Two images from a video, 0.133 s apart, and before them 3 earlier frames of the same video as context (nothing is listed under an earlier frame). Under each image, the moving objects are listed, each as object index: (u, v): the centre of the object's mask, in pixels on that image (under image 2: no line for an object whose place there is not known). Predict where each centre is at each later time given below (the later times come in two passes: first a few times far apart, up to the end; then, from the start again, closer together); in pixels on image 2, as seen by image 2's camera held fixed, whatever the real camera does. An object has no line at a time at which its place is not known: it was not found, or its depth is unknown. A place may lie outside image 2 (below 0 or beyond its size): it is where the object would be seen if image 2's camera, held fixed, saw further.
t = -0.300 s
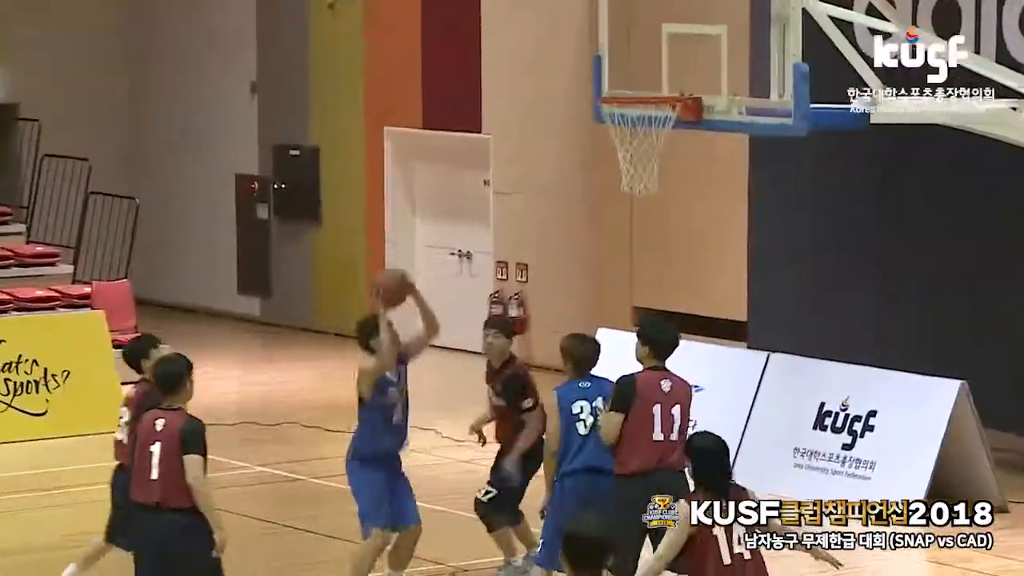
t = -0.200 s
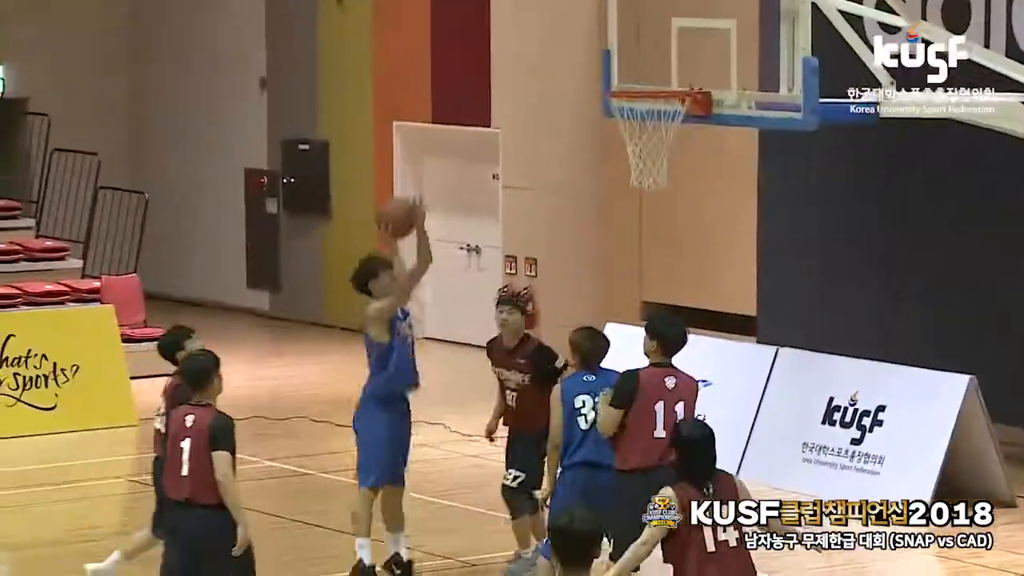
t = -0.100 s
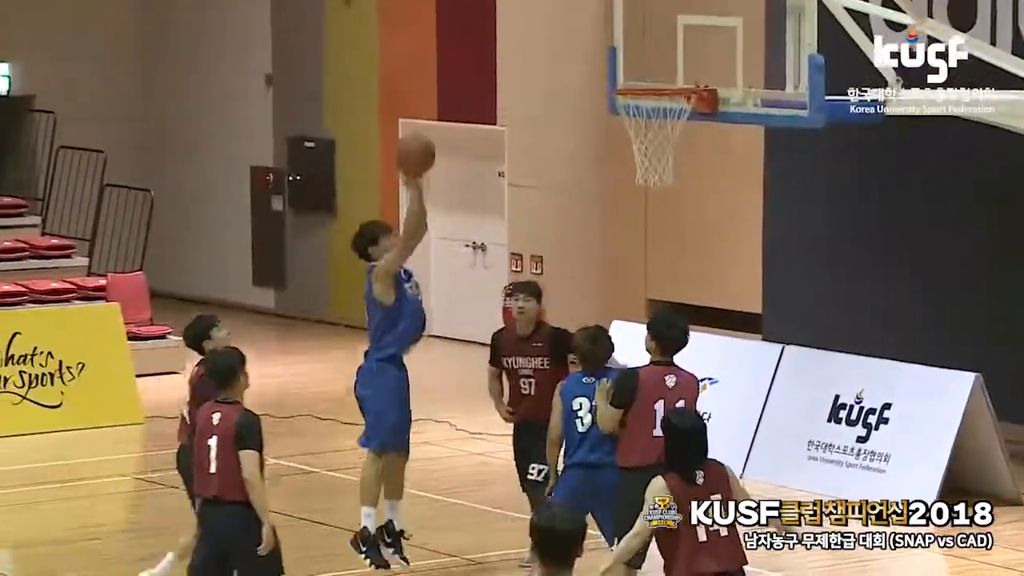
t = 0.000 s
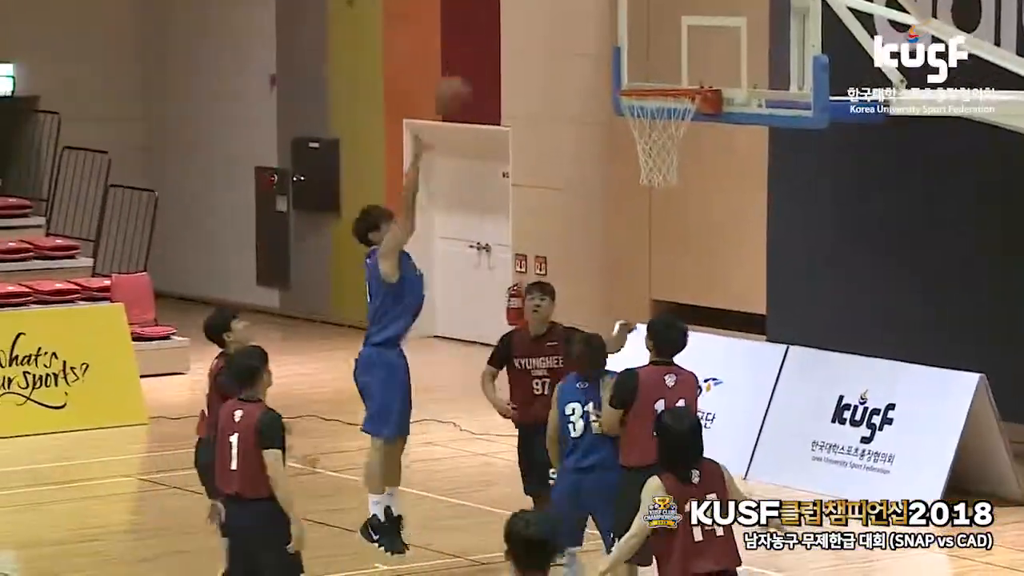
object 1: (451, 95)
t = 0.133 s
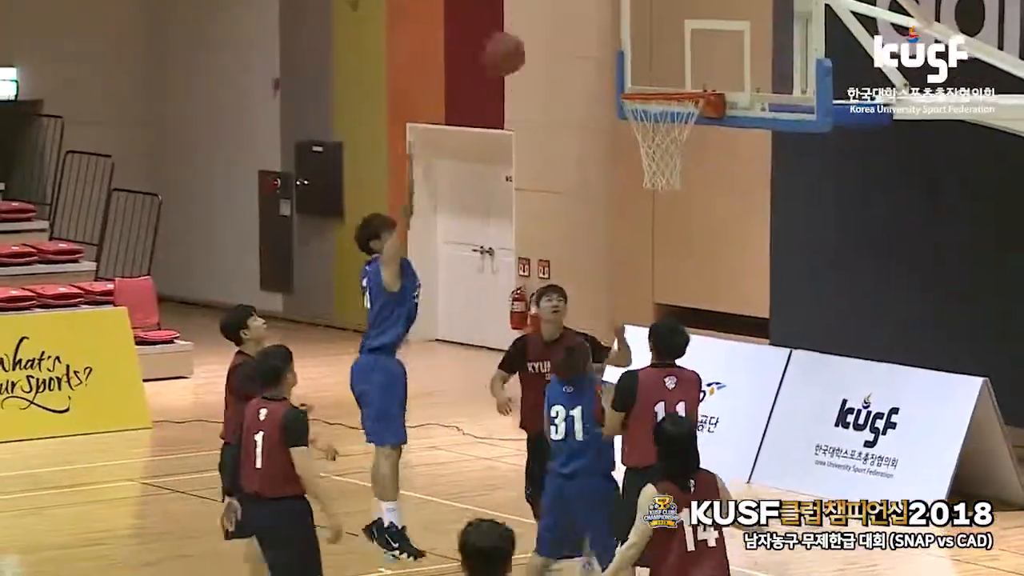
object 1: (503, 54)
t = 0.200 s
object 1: (527, 40)
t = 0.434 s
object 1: (614, 54)
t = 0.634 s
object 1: (688, 137)
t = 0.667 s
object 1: (695, 144)
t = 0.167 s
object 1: (516, 45)
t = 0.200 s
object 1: (527, 40)
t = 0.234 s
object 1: (540, 37)
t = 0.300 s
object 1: (565, 35)
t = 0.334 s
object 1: (577, 36)
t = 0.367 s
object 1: (590, 41)
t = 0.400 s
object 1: (601, 47)
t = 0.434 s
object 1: (614, 54)
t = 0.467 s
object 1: (626, 64)
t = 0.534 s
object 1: (652, 83)
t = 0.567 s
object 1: (668, 108)
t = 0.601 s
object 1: (677, 124)
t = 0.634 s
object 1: (688, 137)
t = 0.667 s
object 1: (695, 144)
